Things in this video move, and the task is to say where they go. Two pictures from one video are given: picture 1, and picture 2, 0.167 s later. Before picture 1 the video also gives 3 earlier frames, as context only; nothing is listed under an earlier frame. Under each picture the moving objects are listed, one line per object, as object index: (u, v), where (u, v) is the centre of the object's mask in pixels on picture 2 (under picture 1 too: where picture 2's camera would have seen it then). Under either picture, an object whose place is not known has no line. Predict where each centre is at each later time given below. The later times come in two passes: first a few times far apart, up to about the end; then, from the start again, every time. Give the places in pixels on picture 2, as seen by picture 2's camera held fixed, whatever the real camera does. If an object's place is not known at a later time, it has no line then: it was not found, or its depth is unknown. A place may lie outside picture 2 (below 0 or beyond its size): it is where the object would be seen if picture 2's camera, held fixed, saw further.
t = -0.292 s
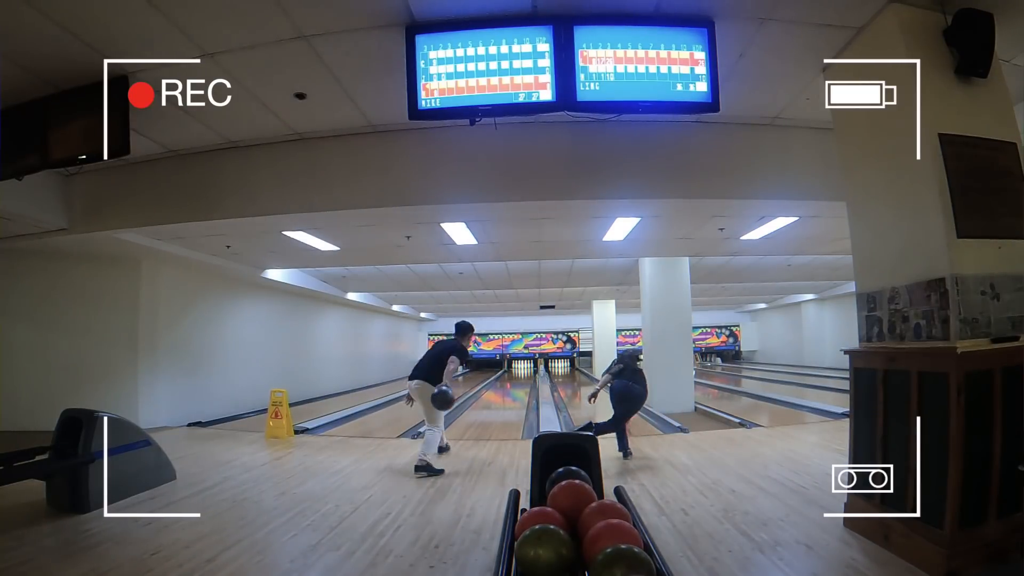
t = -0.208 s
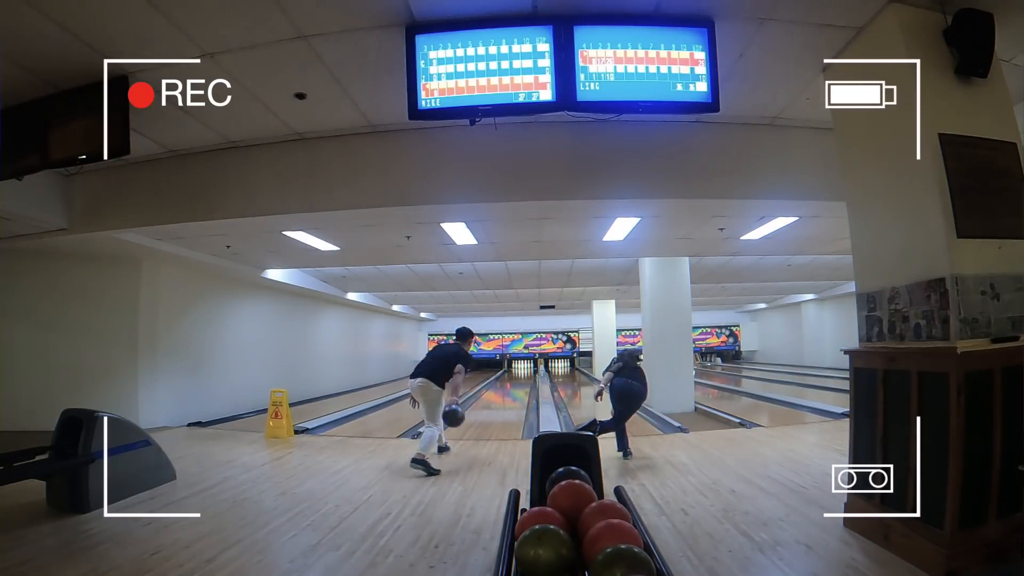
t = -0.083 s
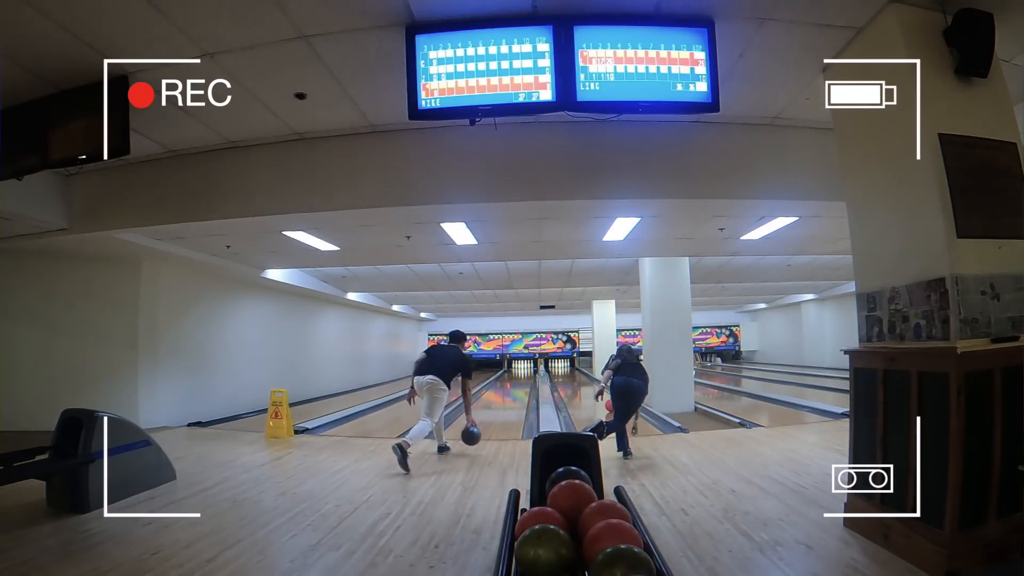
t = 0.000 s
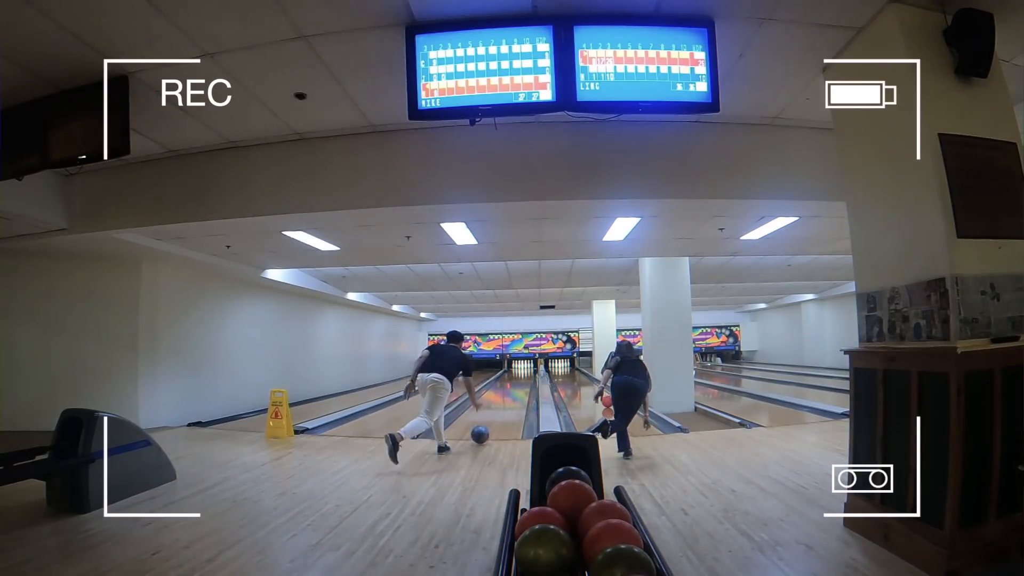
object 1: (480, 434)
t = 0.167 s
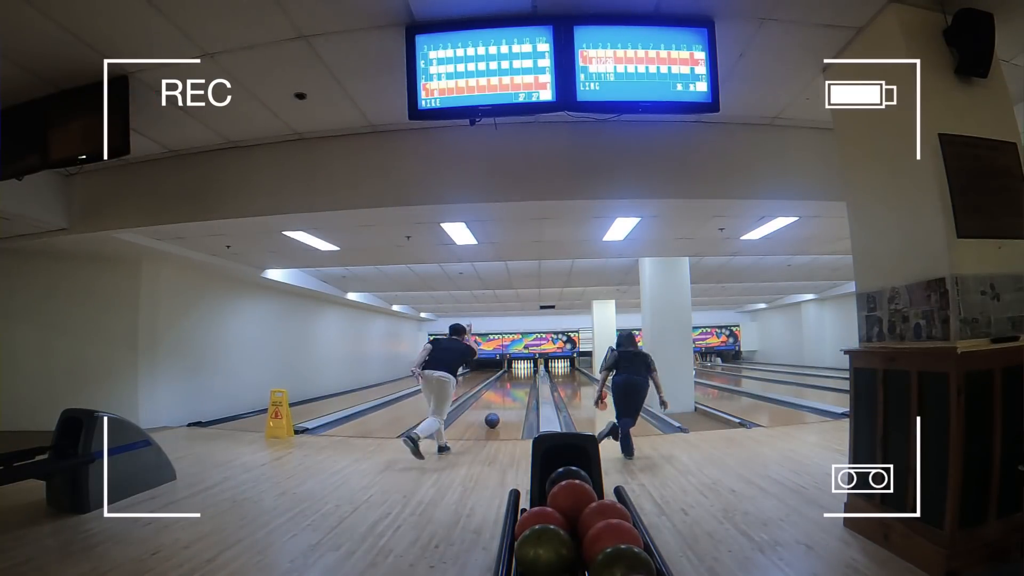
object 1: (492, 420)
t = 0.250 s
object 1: (497, 414)
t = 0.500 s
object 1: (507, 401)
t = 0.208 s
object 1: (494, 417)
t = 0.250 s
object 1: (497, 414)
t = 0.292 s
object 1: (498, 411)
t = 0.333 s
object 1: (500, 409)
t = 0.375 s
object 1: (502, 407)
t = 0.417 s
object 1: (504, 405)
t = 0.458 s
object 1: (505, 403)
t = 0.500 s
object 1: (507, 401)
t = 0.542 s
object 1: (508, 399)
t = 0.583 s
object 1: (509, 398)
